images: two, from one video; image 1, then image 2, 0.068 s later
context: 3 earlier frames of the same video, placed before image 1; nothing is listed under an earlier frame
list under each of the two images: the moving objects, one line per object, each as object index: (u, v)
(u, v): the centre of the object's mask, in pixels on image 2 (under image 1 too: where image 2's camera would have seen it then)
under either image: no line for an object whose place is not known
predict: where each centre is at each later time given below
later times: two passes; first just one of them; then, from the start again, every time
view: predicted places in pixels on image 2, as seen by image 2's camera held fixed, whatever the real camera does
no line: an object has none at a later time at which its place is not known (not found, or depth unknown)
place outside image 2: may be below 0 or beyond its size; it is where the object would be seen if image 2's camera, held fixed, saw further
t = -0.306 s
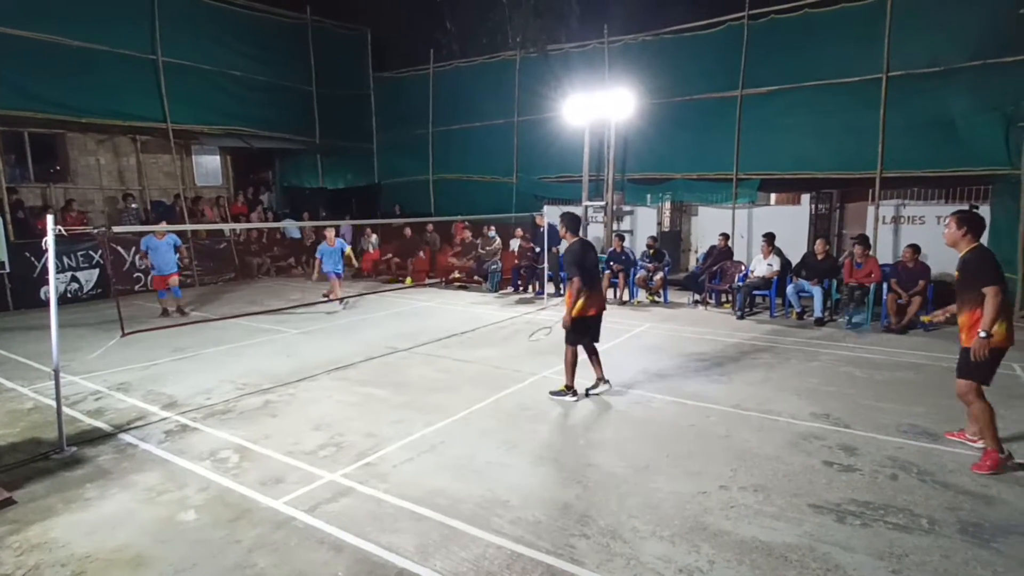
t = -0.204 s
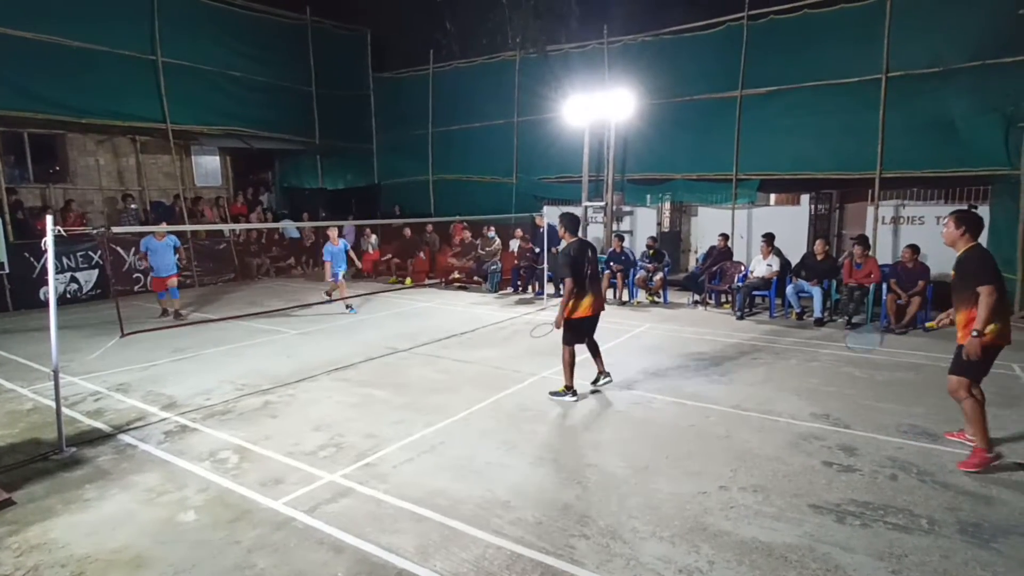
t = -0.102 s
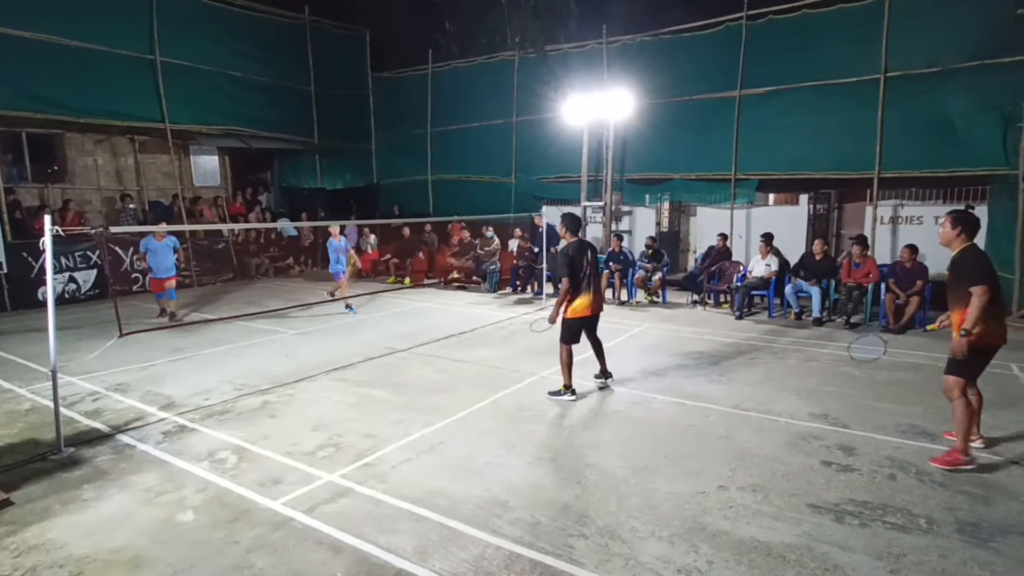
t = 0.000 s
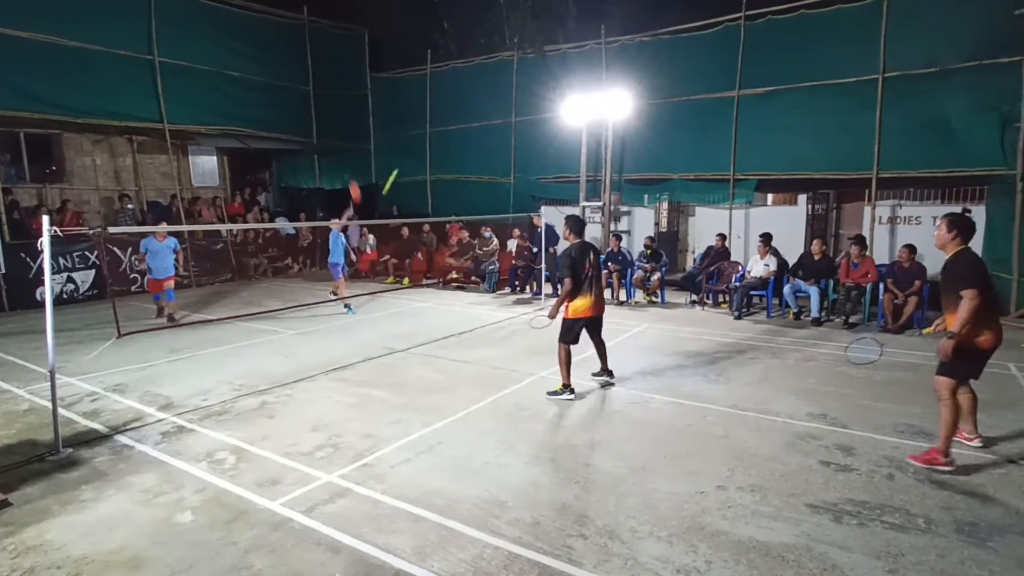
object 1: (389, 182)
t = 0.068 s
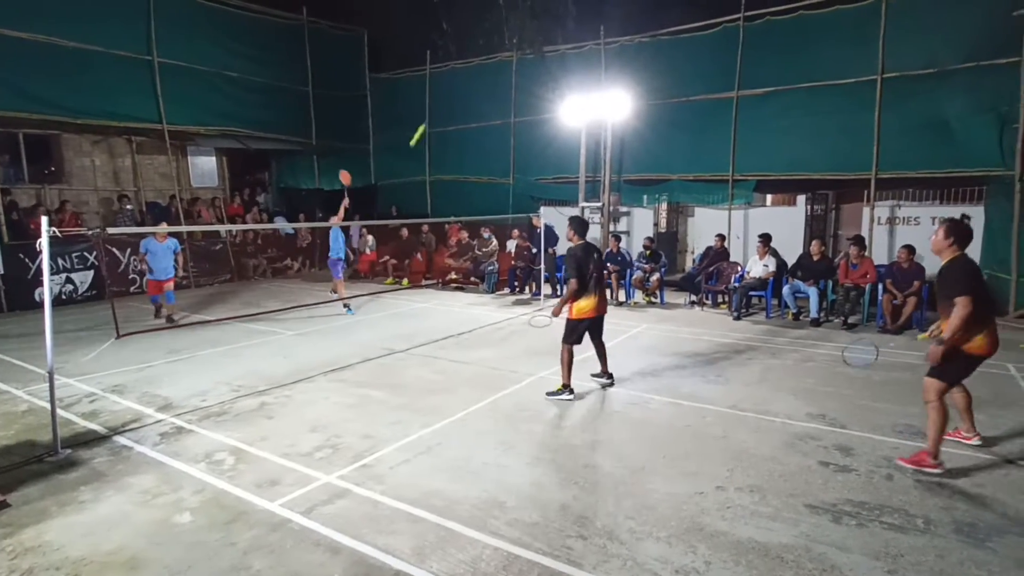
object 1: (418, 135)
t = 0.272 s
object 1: (504, 19)
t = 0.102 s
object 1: (432, 113)
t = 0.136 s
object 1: (447, 91)
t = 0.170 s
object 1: (461, 72)
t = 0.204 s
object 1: (475, 53)
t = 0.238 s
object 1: (490, 35)
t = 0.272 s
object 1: (504, 19)
